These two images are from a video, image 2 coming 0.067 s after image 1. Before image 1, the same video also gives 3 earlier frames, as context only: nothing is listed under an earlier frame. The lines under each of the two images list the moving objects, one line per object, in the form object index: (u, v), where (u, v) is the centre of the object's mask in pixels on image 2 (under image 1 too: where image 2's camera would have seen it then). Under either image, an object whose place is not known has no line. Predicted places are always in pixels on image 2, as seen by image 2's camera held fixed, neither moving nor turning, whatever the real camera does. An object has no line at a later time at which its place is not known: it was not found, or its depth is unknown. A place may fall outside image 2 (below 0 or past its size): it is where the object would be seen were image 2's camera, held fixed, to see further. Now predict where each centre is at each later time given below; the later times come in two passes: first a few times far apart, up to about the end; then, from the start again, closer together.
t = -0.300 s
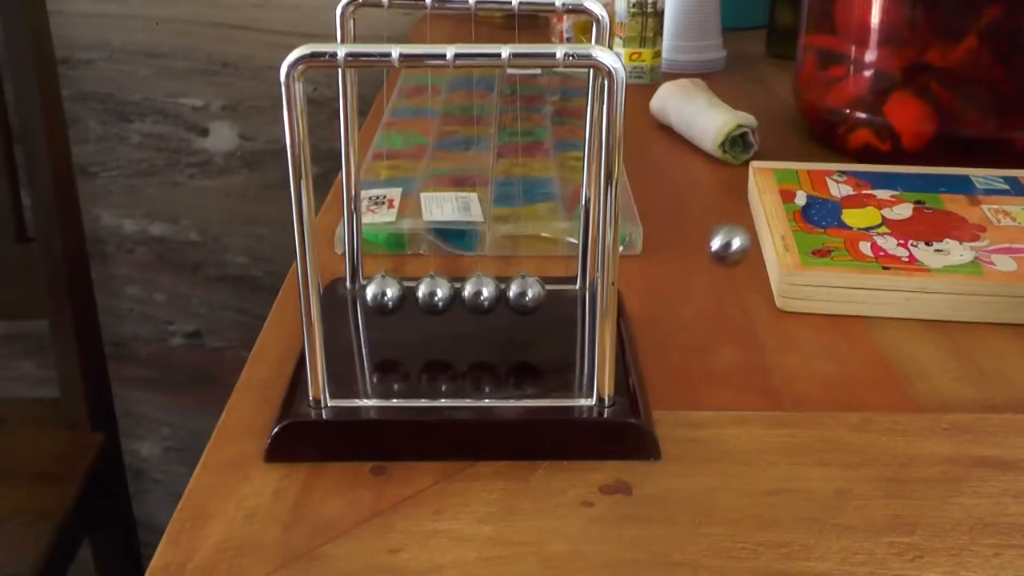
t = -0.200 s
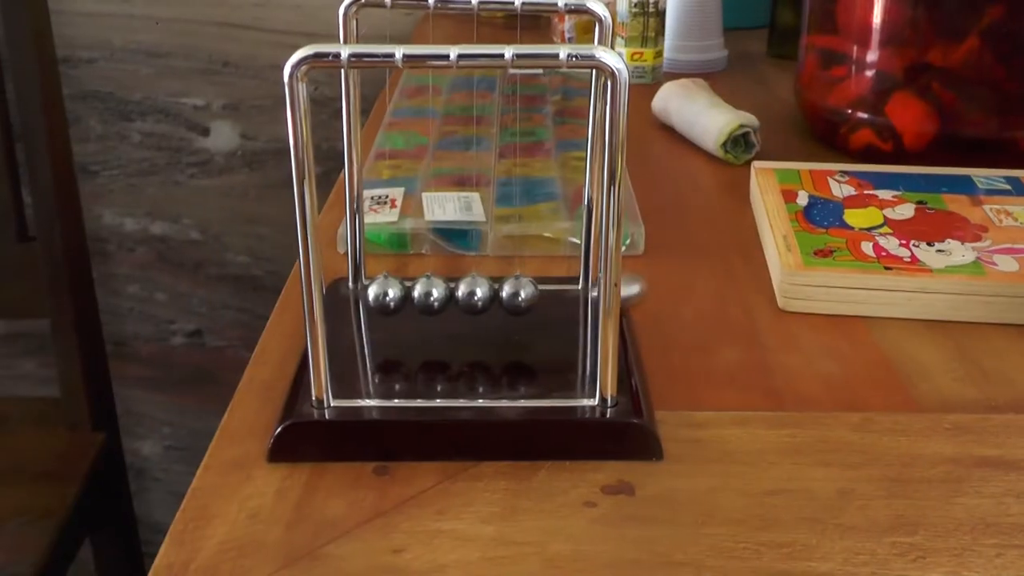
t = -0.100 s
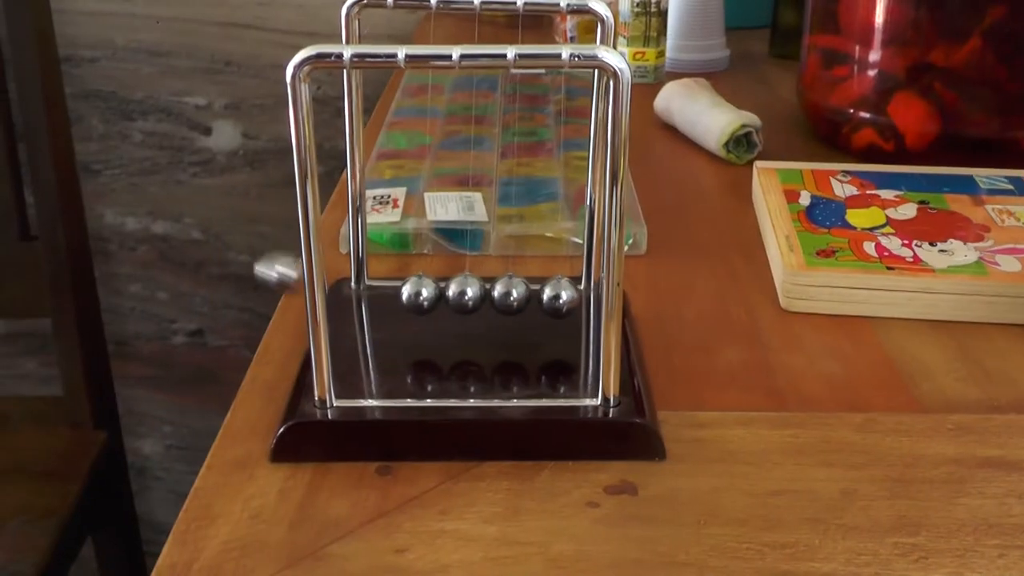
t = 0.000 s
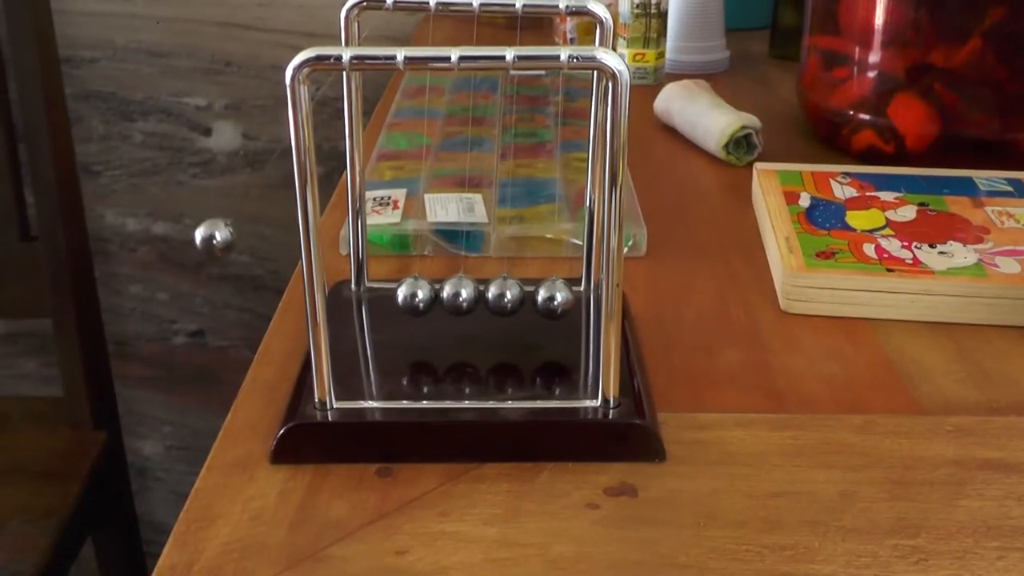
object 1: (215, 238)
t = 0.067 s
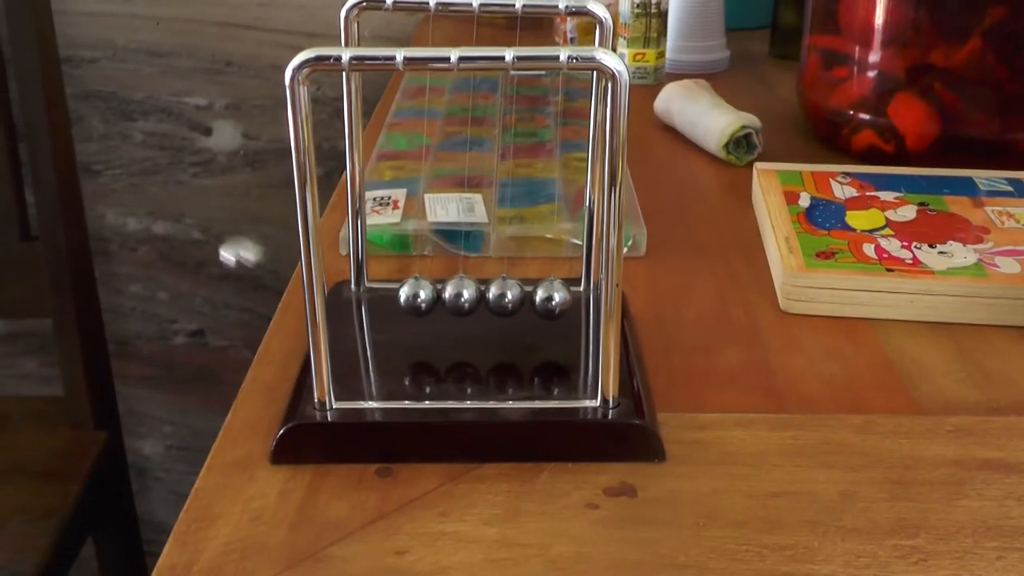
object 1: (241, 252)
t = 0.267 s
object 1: (389, 296)
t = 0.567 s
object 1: (274, 266)
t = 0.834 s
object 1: (381, 295)
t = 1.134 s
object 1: (391, 296)
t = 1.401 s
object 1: (282, 272)
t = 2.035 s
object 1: (278, 267)
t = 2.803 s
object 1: (379, 296)
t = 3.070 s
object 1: (399, 296)
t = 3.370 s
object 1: (302, 285)
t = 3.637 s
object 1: (397, 296)
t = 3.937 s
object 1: (273, 272)
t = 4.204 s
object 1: (392, 296)
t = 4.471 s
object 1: (305, 285)
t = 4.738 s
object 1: (377, 296)
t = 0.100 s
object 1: (277, 271)
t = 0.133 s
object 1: (337, 287)
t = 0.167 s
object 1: (379, 296)
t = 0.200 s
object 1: (383, 296)
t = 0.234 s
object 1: (386, 296)
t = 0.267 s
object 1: (389, 296)
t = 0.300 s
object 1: (392, 296)
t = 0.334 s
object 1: (393, 296)
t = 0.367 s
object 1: (395, 296)
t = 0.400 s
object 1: (395, 296)
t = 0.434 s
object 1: (393, 295)
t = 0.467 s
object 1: (390, 295)
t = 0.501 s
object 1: (371, 293)
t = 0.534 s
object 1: (336, 285)
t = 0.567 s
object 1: (274, 266)
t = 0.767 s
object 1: (290, 278)
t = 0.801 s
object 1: (351, 291)
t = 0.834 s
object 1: (381, 295)
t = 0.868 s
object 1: (383, 296)
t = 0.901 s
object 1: (386, 295)
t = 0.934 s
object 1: (388, 295)
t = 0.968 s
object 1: (390, 295)
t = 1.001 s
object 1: (392, 295)
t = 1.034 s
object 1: (393, 296)
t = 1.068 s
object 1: (394, 296)
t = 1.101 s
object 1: (394, 296)
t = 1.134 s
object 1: (391, 296)
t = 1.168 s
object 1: (356, 293)
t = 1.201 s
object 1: (296, 281)
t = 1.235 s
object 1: (274, 266)
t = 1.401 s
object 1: (282, 272)
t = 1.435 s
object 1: (338, 284)
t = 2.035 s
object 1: (278, 267)
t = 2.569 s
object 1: (277, 270)
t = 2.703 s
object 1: (291, 279)
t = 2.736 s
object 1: (340, 287)
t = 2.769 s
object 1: (369, 294)
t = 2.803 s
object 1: (379, 296)
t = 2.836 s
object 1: (381, 296)
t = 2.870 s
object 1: (386, 296)
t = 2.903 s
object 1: (389, 296)
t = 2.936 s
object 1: (392, 296)
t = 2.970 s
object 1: (396, 296)
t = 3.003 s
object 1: (398, 296)
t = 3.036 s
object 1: (399, 296)
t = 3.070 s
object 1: (399, 296)
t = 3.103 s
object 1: (390, 295)
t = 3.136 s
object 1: (352, 291)
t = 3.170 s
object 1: (302, 285)
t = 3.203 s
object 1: (286, 274)
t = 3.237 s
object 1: (270, 266)
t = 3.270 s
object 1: (265, 268)
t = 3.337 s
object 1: (289, 276)
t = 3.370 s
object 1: (302, 285)
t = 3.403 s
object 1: (353, 292)
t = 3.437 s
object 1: (377, 295)
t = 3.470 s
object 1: (379, 295)
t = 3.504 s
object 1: (382, 296)
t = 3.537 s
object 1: (386, 295)
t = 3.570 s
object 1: (390, 295)
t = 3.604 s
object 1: (394, 296)
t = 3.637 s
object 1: (397, 296)
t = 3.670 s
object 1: (399, 296)
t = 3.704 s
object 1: (400, 296)
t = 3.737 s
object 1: (399, 296)
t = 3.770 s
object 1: (368, 294)
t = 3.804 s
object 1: (343, 289)
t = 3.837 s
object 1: (297, 282)
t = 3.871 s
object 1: (280, 274)
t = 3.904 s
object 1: (272, 271)
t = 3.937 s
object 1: (273, 272)
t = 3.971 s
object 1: (287, 276)
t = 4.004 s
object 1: (301, 284)
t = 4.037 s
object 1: (347, 289)
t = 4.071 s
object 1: (374, 295)
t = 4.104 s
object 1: (378, 295)
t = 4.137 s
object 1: (383, 296)
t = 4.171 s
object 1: (388, 296)
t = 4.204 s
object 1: (392, 296)
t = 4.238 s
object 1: (396, 296)
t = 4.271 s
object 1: (400, 296)
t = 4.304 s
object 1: (402, 296)
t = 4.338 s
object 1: (402, 295)
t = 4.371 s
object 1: (400, 295)
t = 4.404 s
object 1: (384, 294)
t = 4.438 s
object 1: (351, 292)
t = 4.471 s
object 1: (305, 285)
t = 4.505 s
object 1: (293, 280)
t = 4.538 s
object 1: (281, 275)
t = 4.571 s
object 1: (279, 275)
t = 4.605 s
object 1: (286, 277)
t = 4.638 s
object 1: (299, 285)
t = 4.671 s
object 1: (343, 288)
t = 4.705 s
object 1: (366, 295)
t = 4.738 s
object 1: (377, 296)
